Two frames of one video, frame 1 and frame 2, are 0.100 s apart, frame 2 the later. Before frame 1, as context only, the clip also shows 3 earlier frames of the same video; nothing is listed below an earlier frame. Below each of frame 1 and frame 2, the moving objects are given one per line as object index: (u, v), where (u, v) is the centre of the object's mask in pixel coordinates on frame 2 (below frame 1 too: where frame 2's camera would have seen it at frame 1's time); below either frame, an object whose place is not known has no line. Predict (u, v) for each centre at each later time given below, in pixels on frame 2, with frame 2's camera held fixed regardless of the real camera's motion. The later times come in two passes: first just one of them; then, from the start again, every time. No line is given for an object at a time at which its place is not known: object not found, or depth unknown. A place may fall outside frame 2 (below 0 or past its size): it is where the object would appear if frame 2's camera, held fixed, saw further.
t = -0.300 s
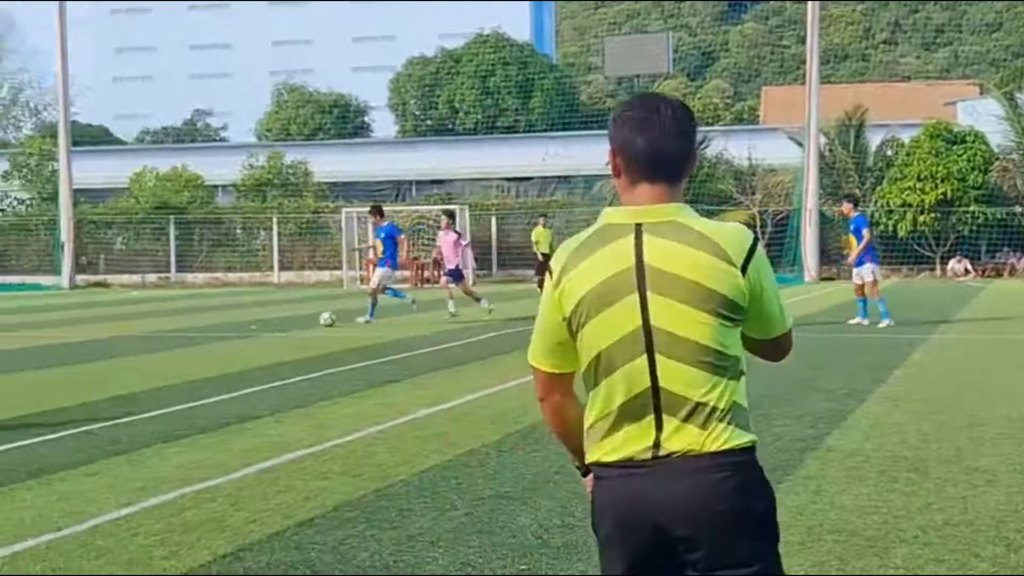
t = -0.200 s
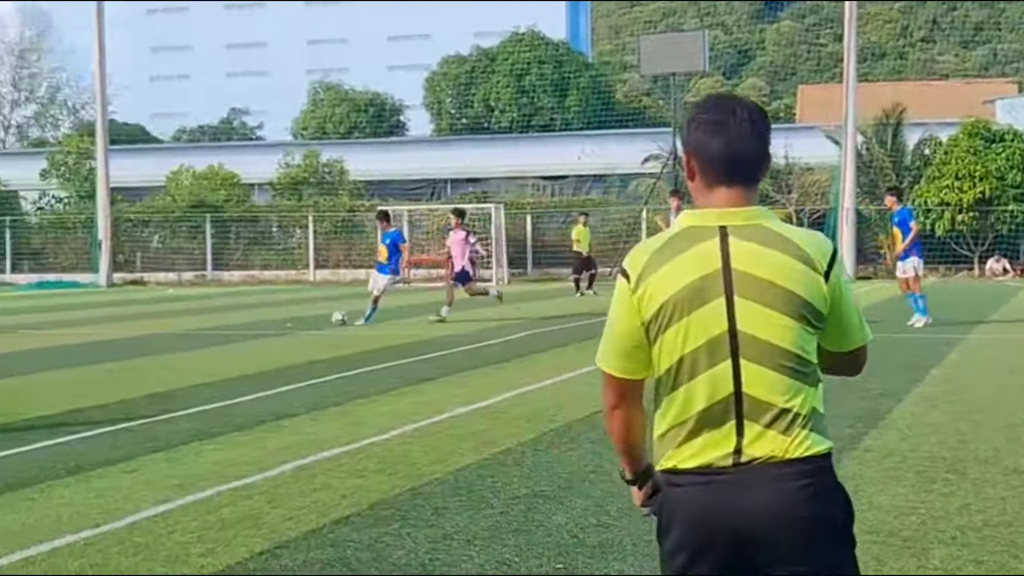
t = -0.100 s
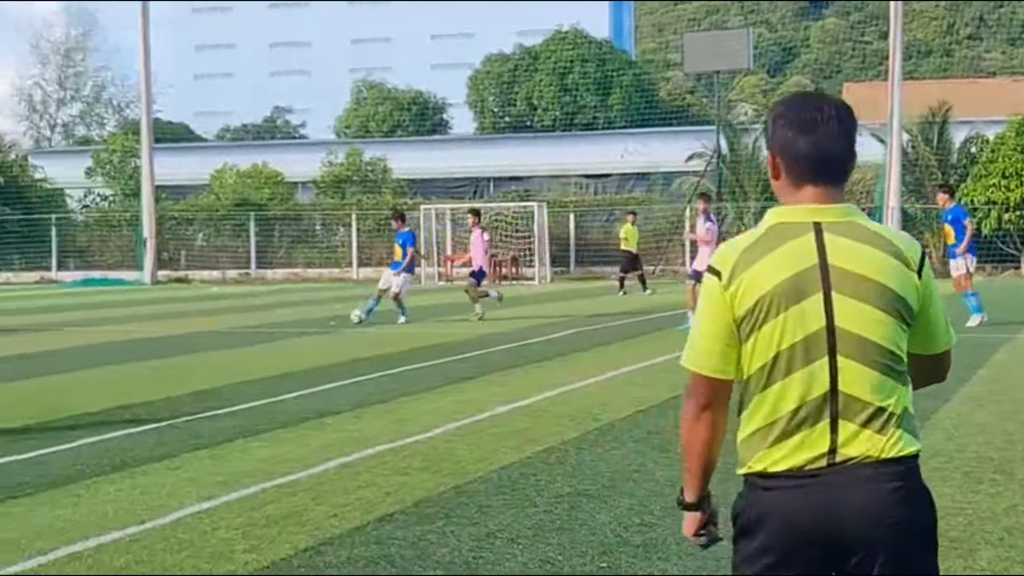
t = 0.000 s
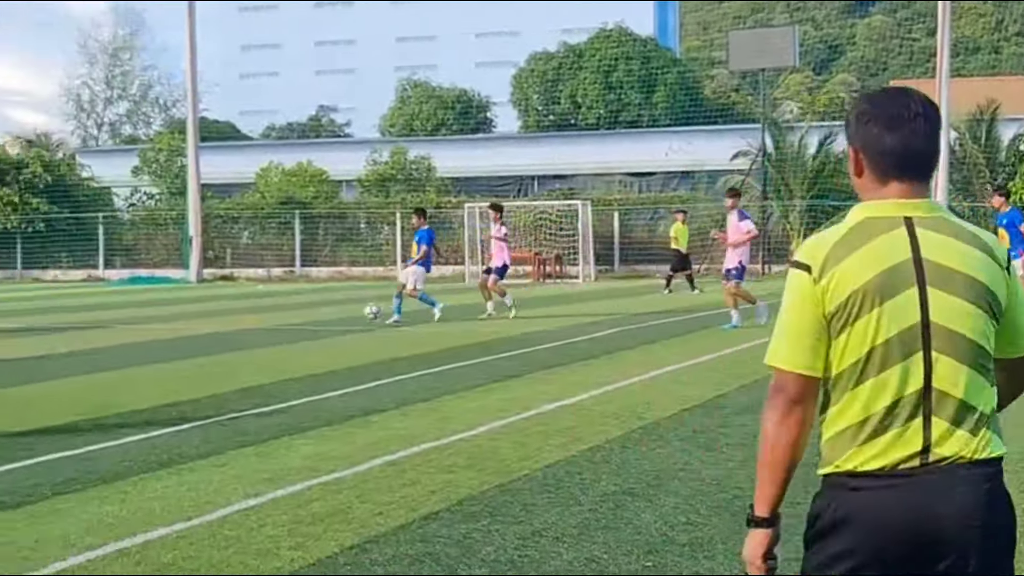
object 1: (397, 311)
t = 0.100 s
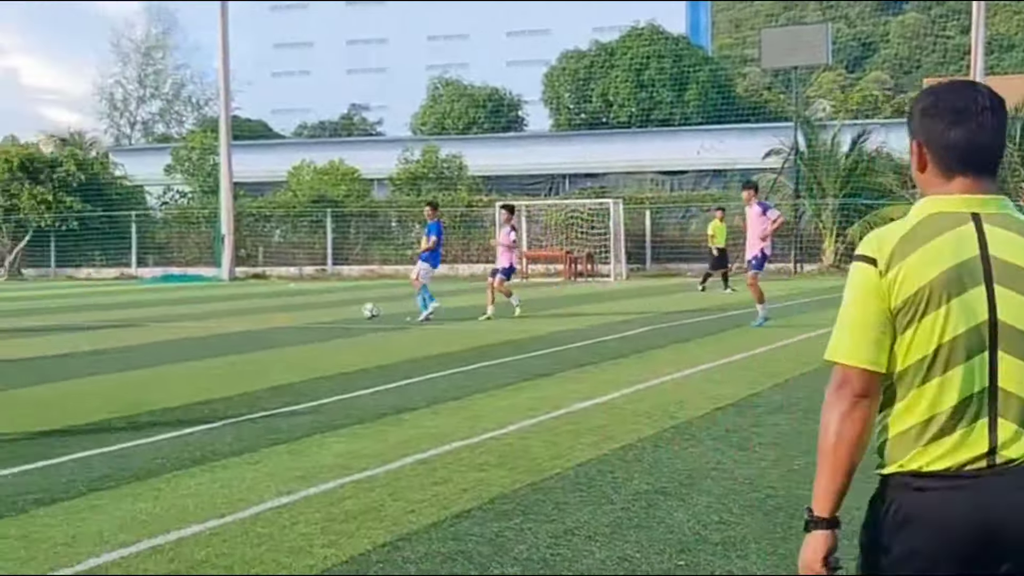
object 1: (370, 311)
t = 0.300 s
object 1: (303, 335)
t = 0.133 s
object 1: (361, 312)
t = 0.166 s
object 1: (351, 315)
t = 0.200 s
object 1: (340, 319)
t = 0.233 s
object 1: (328, 323)
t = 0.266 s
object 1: (315, 328)
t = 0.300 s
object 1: (303, 335)
